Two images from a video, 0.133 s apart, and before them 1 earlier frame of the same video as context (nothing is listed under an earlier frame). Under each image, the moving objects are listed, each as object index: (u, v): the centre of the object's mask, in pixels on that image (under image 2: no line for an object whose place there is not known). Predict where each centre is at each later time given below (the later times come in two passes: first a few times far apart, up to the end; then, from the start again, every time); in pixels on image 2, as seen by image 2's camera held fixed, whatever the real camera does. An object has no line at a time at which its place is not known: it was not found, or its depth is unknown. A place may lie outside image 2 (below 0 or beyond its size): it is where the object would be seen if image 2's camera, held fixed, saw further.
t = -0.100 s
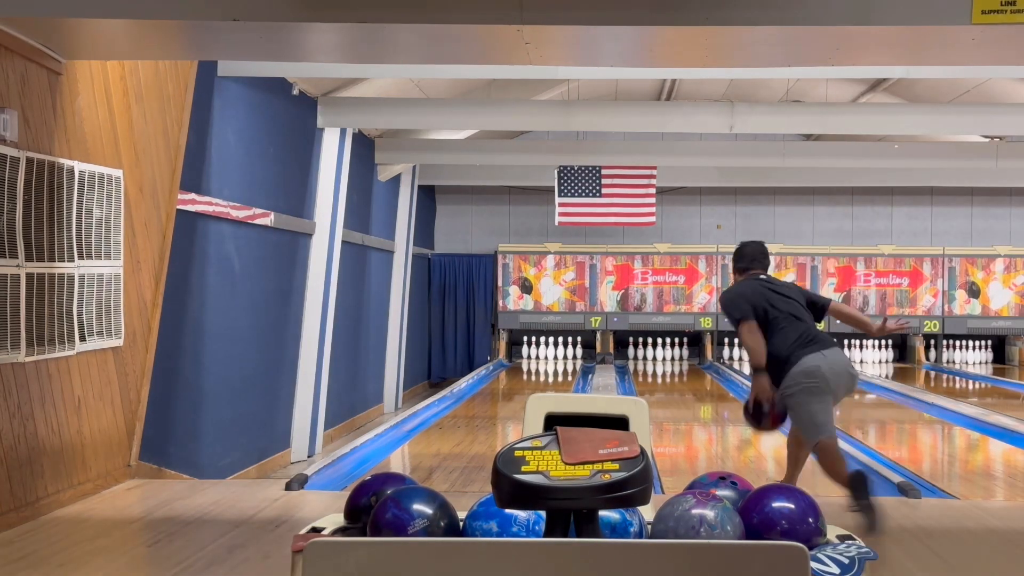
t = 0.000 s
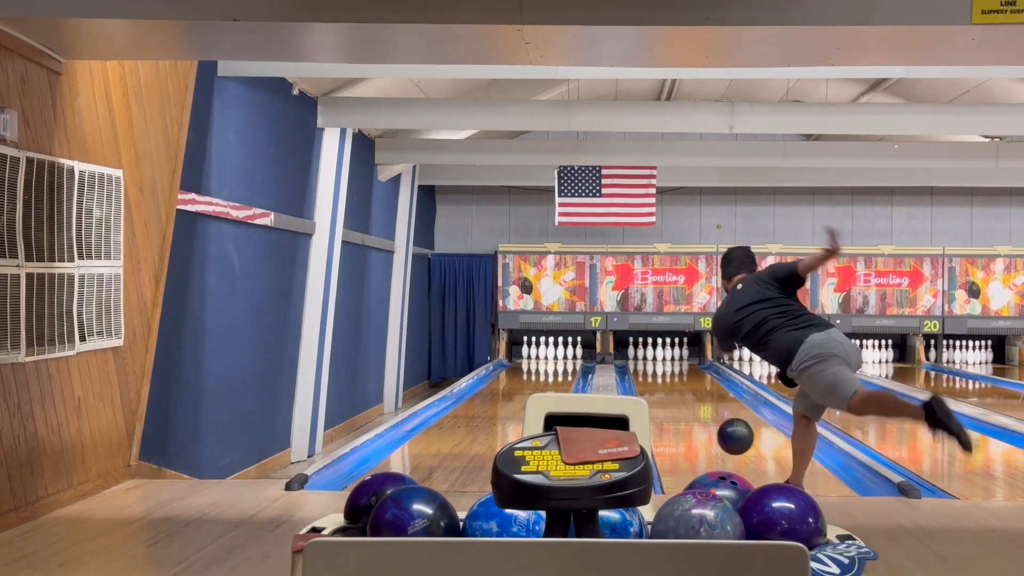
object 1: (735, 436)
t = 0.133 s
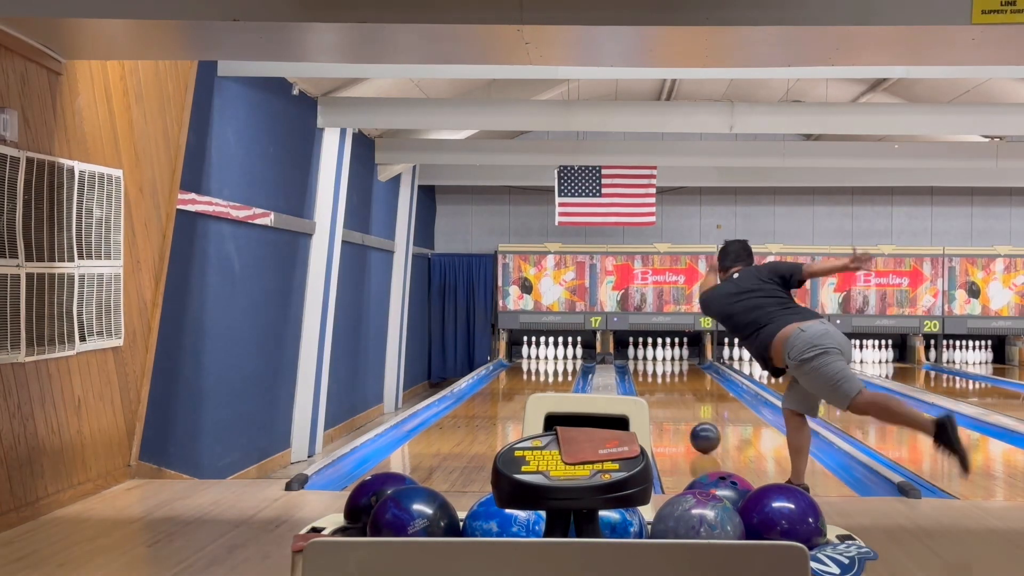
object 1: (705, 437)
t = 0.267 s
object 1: (683, 417)
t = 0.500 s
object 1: (656, 391)
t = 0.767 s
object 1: (644, 374)
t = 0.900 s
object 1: (641, 367)
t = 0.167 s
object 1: (697, 430)
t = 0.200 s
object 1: (693, 426)
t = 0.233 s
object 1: (686, 420)
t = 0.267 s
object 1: (683, 417)
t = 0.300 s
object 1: (677, 412)
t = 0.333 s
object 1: (672, 407)
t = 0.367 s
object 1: (670, 405)
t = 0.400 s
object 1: (665, 401)
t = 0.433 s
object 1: (663, 399)
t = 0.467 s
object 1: (659, 395)
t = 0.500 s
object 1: (656, 391)
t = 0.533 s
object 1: (654, 390)
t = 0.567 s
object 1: (651, 386)
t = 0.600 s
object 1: (650, 385)
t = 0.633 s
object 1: (648, 382)
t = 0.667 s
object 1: (646, 379)
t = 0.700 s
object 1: (645, 378)
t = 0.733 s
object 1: (644, 375)
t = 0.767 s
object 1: (644, 374)
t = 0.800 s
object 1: (642, 372)
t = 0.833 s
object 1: (641, 370)
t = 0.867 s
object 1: (641, 369)
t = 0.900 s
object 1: (641, 367)
